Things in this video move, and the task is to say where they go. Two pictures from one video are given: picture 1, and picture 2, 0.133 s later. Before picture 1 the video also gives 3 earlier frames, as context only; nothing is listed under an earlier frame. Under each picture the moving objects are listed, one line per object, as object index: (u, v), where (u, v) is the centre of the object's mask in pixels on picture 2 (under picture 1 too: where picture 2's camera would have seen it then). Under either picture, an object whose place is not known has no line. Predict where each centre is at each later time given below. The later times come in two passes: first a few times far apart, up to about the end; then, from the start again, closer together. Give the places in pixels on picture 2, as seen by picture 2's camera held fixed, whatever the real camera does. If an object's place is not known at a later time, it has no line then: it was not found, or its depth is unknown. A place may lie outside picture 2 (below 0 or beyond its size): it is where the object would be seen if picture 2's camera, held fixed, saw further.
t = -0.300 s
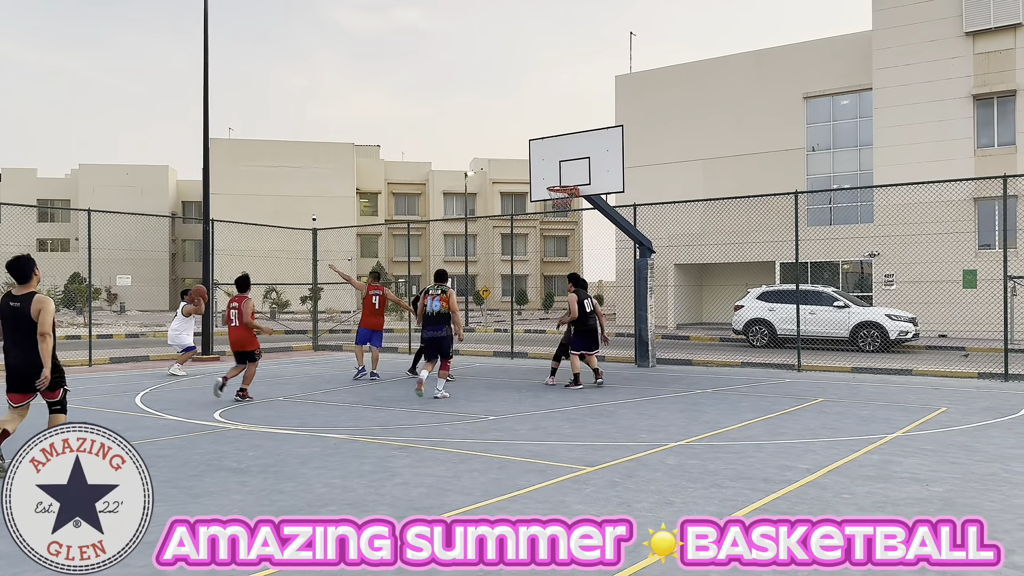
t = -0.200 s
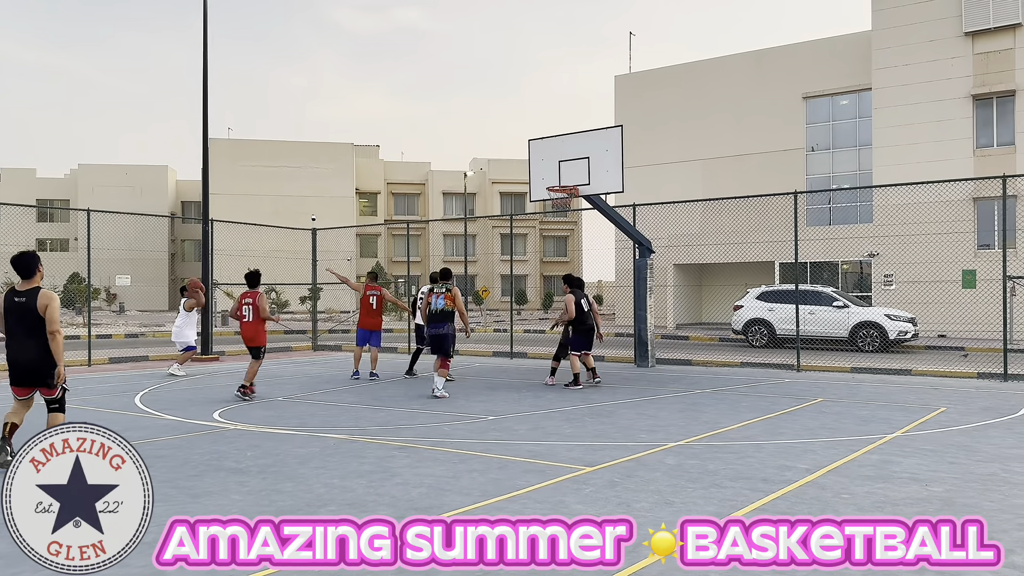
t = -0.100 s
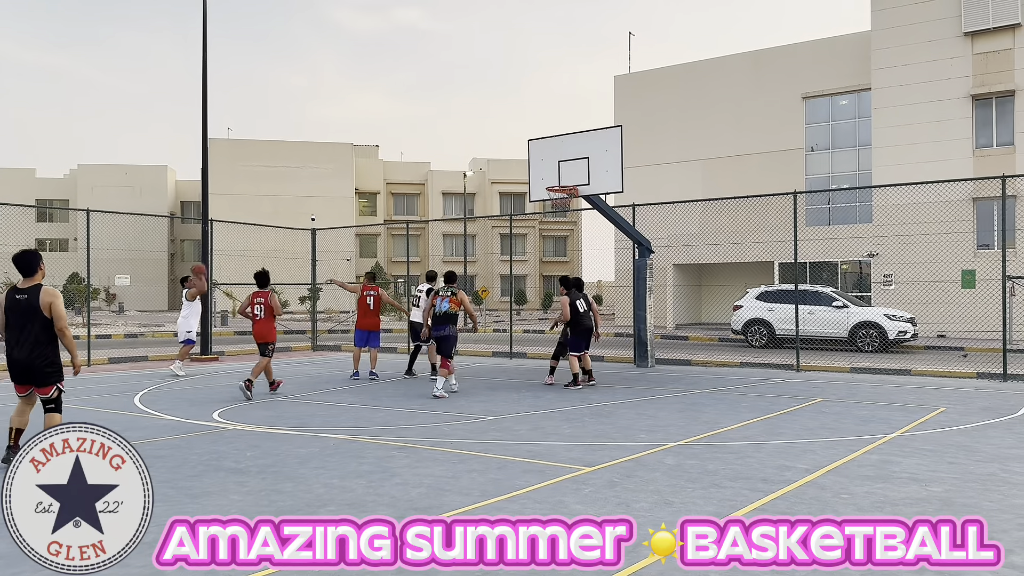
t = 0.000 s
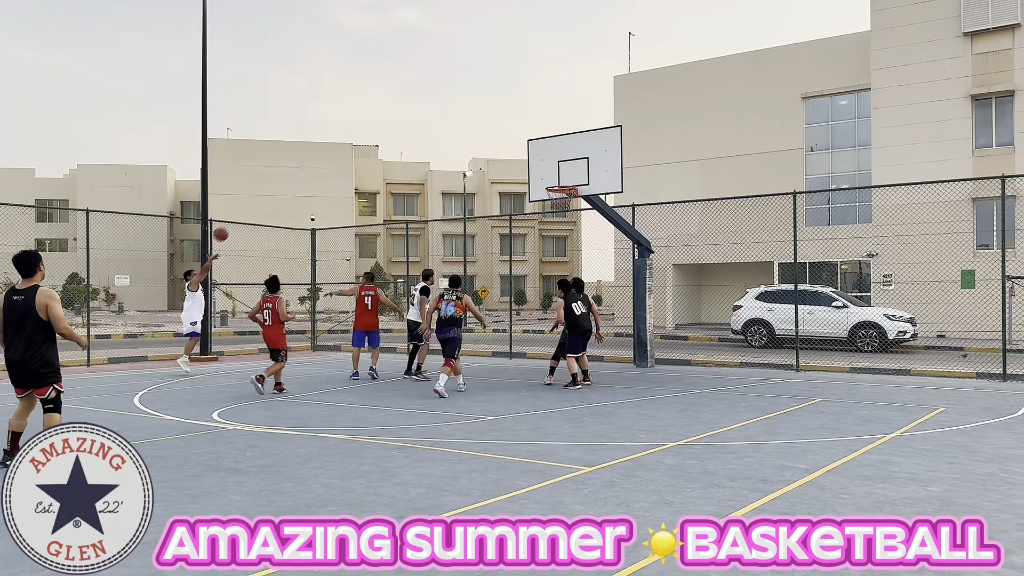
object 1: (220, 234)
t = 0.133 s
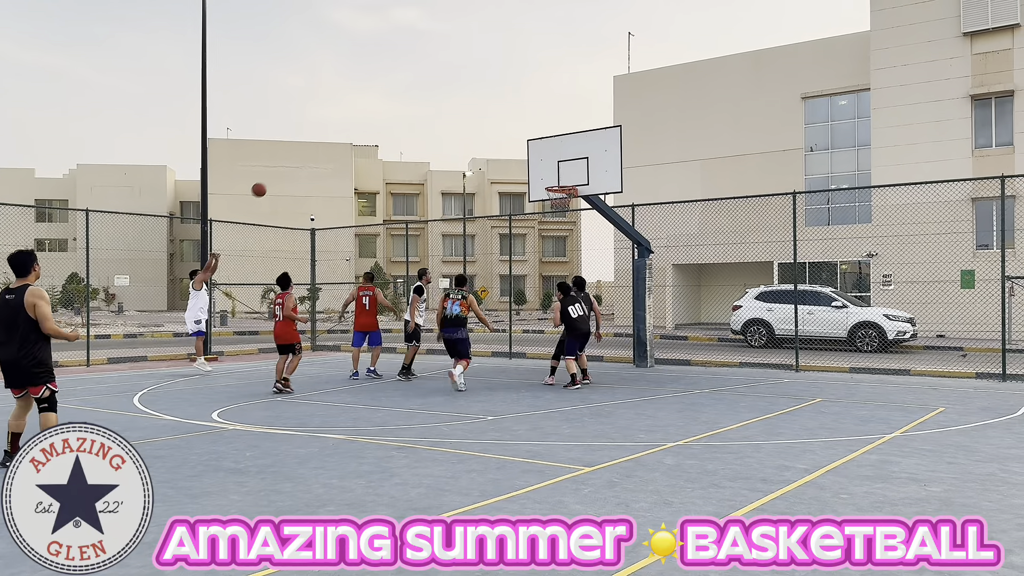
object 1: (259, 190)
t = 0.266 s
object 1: (297, 156)
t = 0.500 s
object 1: (364, 121)
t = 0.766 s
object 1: (440, 119)
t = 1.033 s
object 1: (516, 160)
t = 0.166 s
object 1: (268, 180)
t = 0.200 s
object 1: (278, 171)
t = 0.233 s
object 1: (288, 163)
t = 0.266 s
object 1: (297, 156)
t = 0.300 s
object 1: (307, 149)
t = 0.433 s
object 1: (345, 127)
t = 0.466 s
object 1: (354, 124)
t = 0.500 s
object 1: (364, 121)
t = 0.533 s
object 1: (373, 118)
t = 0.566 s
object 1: (383, 116)
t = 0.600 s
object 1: (393, 115)
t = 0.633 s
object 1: (402, 115)
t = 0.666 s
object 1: (412, 115)
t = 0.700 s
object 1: (421, 116)
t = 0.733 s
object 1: (430, 117)
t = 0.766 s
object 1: (440, 119)
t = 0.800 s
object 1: (449, 122)
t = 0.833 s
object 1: (459, 126)
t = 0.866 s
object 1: (468, 130)
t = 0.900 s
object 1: (478, 134)
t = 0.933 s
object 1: (487, 140)
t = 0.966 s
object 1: (497, 146)
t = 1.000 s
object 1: (506, 153)
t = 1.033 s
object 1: (516, 160)
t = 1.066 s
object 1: (525, 168)
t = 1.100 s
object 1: (535, 177)
